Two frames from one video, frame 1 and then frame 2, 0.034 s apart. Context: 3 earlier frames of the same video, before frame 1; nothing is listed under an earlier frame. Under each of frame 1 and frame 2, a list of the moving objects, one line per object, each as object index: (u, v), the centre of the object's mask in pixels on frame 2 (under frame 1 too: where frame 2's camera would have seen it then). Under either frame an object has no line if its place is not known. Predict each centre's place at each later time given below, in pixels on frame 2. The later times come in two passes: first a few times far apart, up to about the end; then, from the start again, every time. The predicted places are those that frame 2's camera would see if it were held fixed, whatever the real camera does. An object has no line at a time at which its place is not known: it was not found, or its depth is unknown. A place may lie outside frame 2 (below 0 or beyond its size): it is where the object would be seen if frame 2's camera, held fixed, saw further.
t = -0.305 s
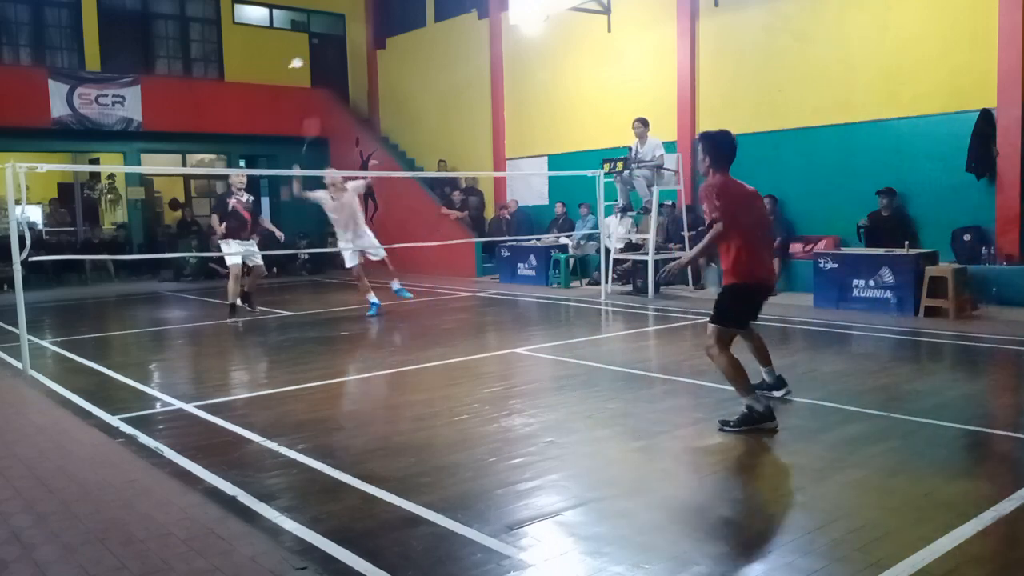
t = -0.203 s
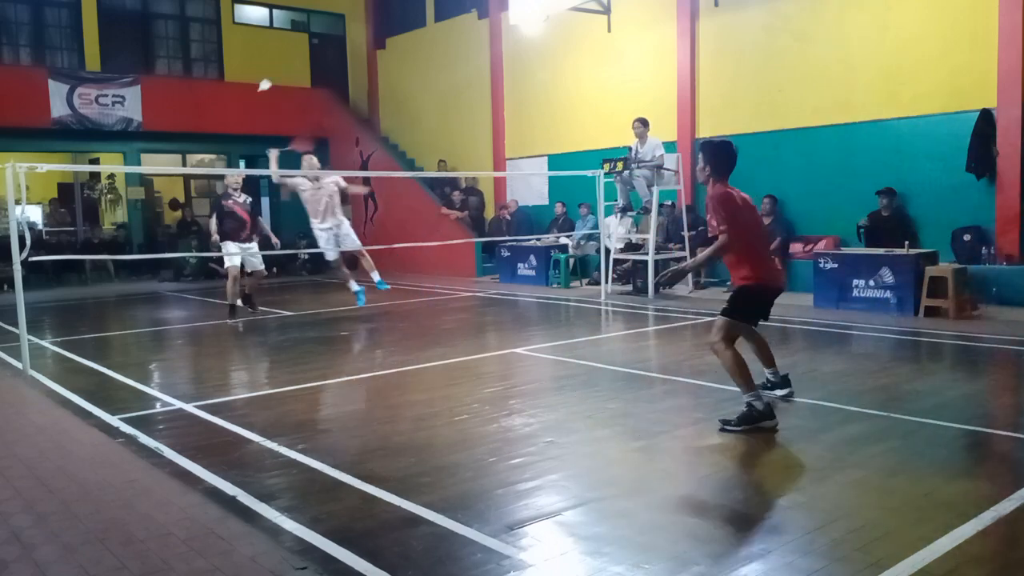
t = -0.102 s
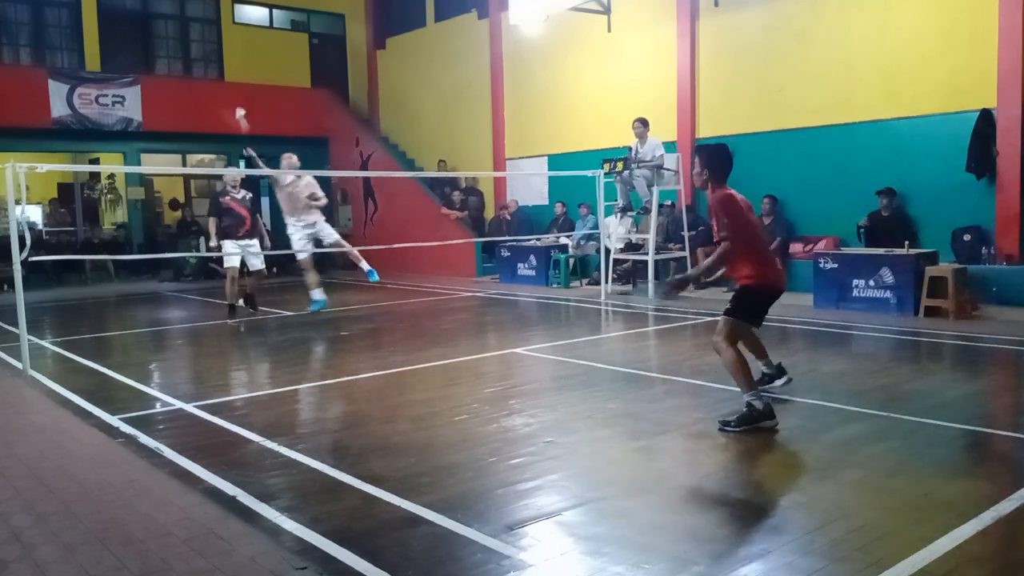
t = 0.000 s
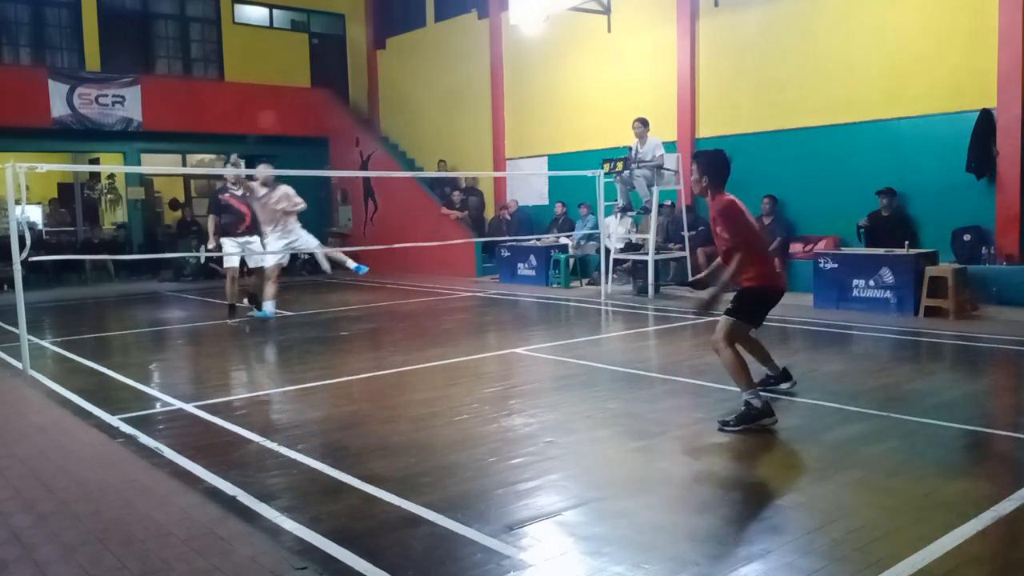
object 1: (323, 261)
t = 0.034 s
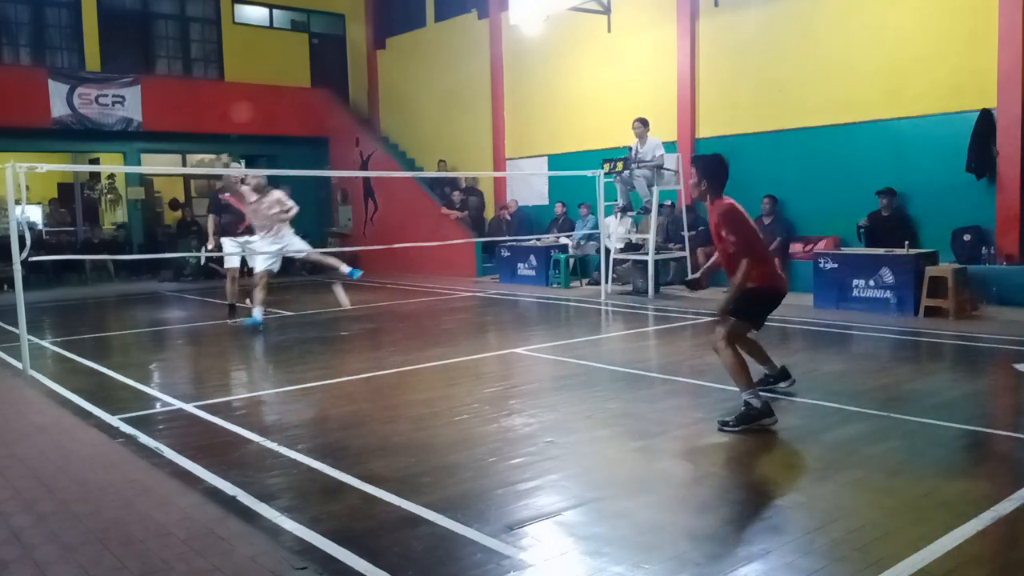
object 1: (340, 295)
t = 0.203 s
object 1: (383, 351)
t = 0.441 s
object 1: (395, 353)
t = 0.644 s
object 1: (407, 376)
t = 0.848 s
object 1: (416, 379)
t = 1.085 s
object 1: (425, 385)
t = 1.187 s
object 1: (429, 385)
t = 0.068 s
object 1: (359, 331)
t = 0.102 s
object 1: (375, 362)
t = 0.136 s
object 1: (378, 359)
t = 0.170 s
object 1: (380, 355)
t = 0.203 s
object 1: (383, 351)
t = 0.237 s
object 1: (388, 346)
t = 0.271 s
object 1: (391, 343)
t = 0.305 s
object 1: (393, 340)
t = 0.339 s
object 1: (393, 339)
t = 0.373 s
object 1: (392, 342)
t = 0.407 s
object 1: (393, 347)
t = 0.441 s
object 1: (395, 353)
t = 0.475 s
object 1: (397, 362)
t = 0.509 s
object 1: (400, 371)
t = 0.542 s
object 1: (403, 381)
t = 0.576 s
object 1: (405, 378)
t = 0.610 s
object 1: (405, 376)
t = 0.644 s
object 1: (407, 376)
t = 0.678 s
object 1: (408, 377)
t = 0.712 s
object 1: (410, 379)
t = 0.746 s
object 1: (412, 381)
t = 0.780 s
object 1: (414, 383)
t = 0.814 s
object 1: (415, 380)
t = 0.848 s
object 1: (416, 379)
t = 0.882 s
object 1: (416, 381)
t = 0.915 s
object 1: (417, 384)
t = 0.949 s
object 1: (418, 385)
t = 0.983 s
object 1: (419, 385)
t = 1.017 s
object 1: (421, 385)
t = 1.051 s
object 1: (423, 385)
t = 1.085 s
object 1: (425, 385)
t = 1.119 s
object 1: (426, 385)
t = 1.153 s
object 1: (428, 384)
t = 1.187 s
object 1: (429, 385)
